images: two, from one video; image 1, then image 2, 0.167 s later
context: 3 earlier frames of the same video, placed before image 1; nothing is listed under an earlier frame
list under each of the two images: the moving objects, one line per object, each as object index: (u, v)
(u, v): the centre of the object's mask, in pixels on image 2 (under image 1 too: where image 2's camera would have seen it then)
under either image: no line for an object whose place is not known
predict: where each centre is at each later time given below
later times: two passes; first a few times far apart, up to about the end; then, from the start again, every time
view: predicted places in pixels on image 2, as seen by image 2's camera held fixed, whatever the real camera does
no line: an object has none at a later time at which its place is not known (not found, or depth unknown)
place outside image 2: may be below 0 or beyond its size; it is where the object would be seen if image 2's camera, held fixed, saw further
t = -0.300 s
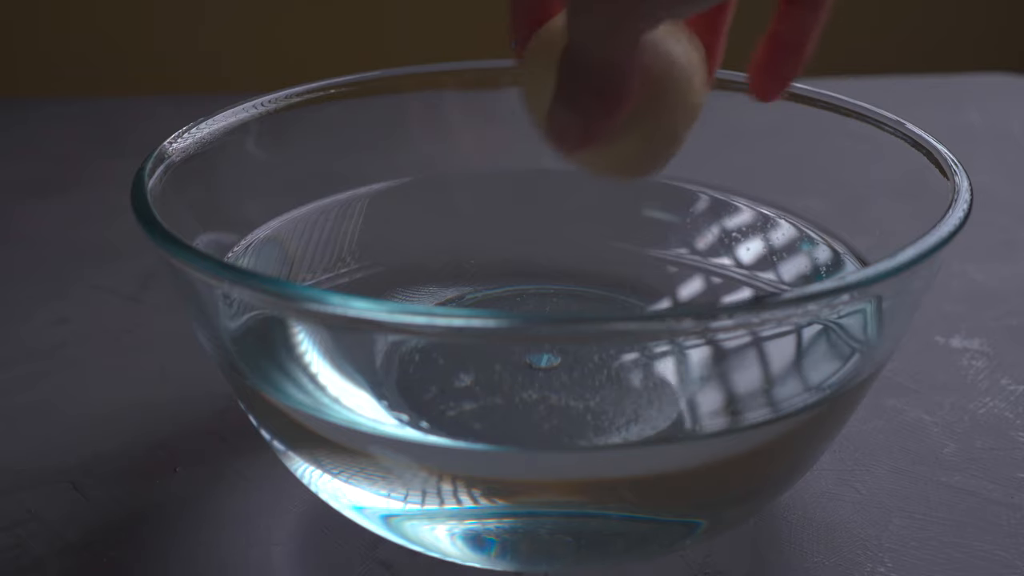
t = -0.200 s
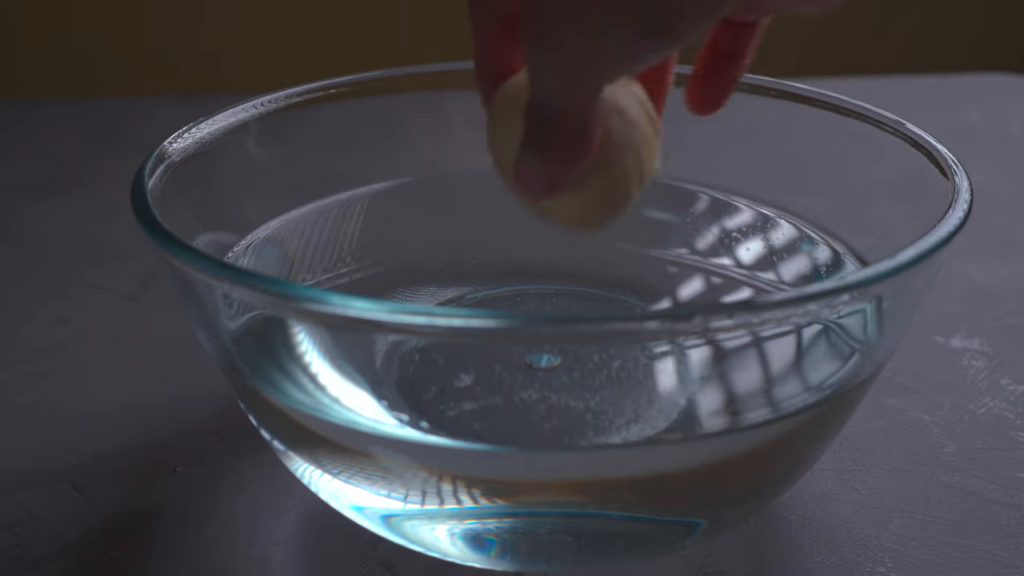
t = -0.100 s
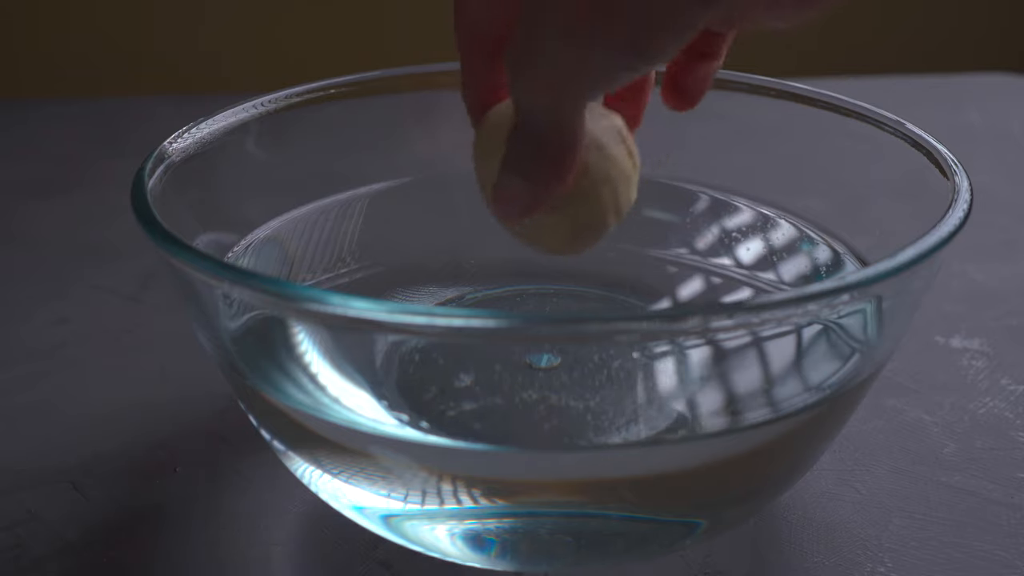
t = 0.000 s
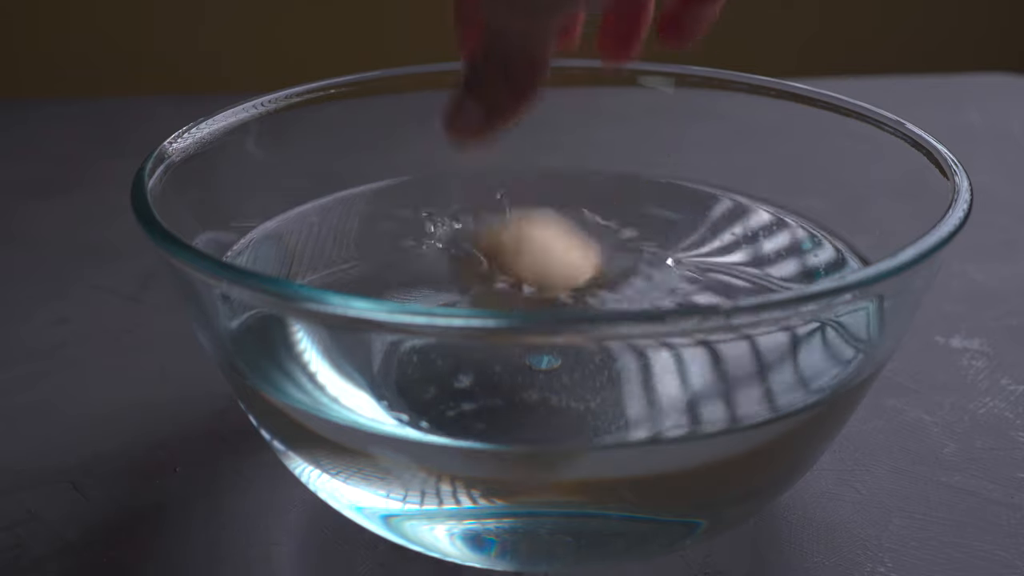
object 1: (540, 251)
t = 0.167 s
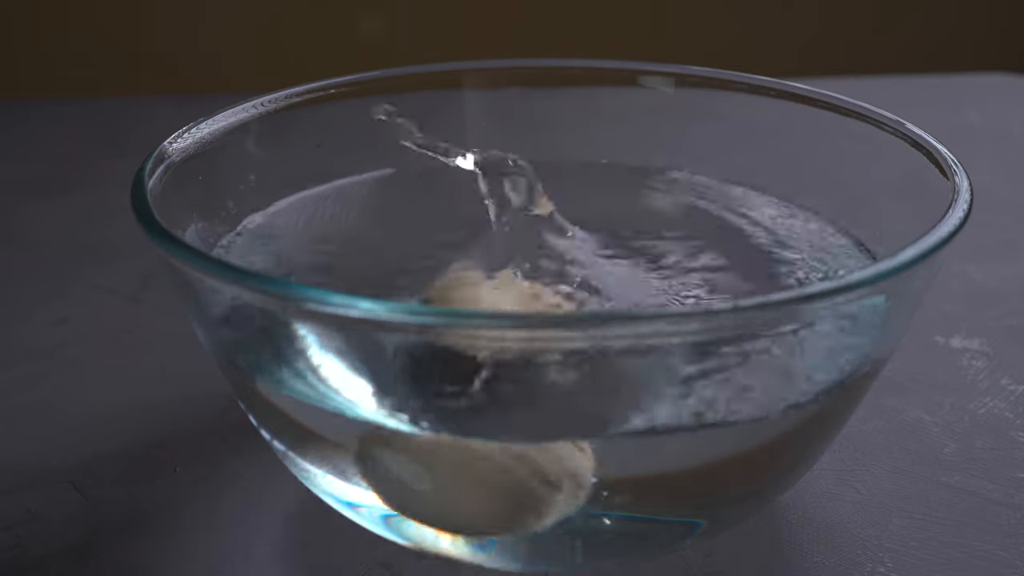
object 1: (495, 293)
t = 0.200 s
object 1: (493, 284)
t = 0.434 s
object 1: (445, 275)
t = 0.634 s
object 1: (409, 261)
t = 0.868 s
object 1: (374, 274)
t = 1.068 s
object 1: (368, 273)
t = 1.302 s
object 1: (367, 271)
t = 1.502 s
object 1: (370, 266)
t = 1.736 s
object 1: (384, 273)
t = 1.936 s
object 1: (388, 277)
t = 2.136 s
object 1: (398, 277)
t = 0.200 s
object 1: (493, 284)
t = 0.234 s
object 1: (486, 283)
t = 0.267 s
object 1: (481, 288)
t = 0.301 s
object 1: (476, 287)
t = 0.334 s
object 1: (471, 283)
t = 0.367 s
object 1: (458, 278)
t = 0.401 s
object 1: (451, 276)
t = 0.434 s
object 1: (445, 275)
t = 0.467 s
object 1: (435, 272)
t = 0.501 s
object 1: (431, 269)
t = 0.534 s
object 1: (426, 265)
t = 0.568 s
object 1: (419, 262)
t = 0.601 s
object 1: (412, 261)
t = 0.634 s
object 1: (409, 261)
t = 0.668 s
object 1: (404, 263)
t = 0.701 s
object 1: (397, 265)
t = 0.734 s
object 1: (395, 268)
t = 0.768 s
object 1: (383, 270)
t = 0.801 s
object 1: (374, 271)
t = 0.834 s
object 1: (372, 272)
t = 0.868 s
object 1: (374, 274)
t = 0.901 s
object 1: (367, 275)
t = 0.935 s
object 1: (360, 276)
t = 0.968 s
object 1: (363, 275)
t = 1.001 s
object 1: (364, 274)
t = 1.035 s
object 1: (364, 274)
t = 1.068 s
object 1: (368, 273)
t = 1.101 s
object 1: (375, 275)
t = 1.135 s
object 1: (366, 275)
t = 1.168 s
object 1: (364, 275)
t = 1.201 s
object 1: (363, 275)
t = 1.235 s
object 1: (362, 275)
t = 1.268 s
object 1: (362, 273)
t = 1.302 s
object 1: (367, 271)
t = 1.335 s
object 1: (370, 268)
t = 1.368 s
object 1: (373, 268)
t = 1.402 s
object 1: (373, 267)
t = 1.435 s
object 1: (372, 267)
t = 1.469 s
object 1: (366, 266)
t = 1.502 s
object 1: (370, 266)
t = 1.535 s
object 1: (372, 265)
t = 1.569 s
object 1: (378, 266)
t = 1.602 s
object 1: (374, 267)
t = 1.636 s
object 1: (375, 268)
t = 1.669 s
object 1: (378, 270)
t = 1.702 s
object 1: (382, 271)
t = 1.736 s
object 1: (384, 273)
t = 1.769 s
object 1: (388, 274)
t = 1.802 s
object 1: (390, 274)
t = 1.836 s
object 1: (389, 275)
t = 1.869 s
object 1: (388, 276)
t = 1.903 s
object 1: (386, 276)
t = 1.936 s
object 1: (388, 277)
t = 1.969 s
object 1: (390, 277)
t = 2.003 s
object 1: (387, 279)
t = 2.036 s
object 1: (389, 279)
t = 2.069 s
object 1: (393, 278)
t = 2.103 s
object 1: (398, 278)
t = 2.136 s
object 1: (398, 277)
